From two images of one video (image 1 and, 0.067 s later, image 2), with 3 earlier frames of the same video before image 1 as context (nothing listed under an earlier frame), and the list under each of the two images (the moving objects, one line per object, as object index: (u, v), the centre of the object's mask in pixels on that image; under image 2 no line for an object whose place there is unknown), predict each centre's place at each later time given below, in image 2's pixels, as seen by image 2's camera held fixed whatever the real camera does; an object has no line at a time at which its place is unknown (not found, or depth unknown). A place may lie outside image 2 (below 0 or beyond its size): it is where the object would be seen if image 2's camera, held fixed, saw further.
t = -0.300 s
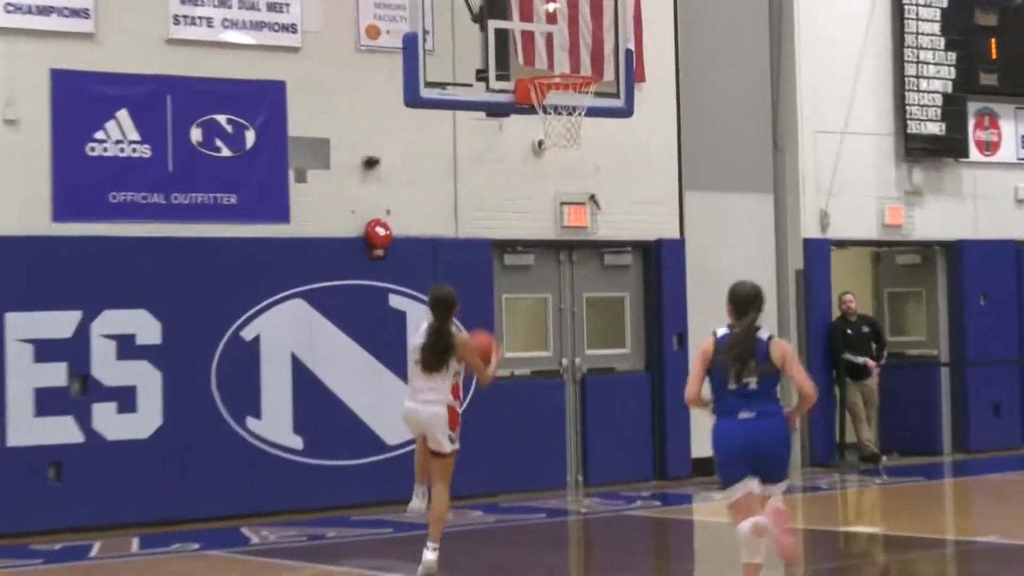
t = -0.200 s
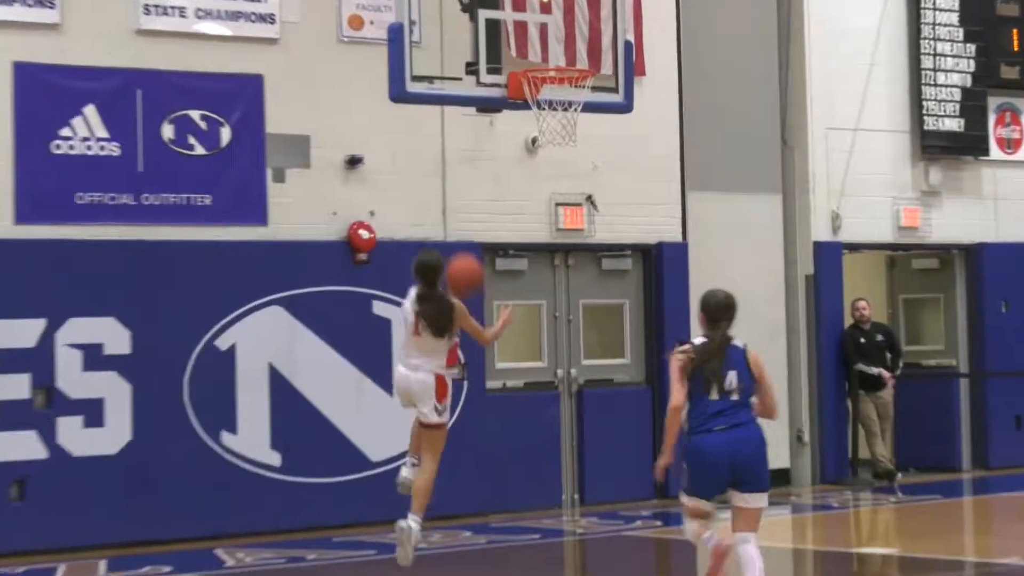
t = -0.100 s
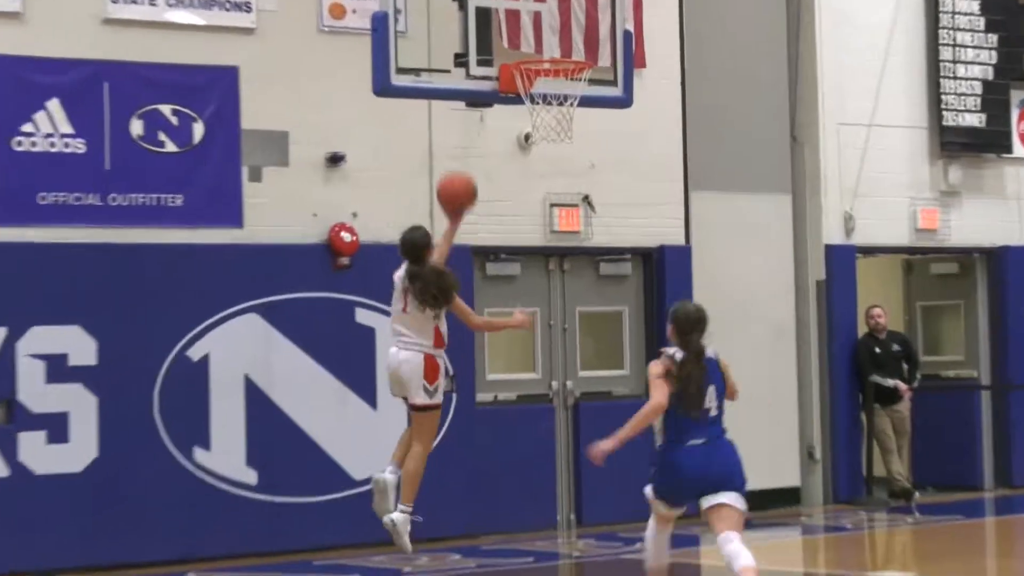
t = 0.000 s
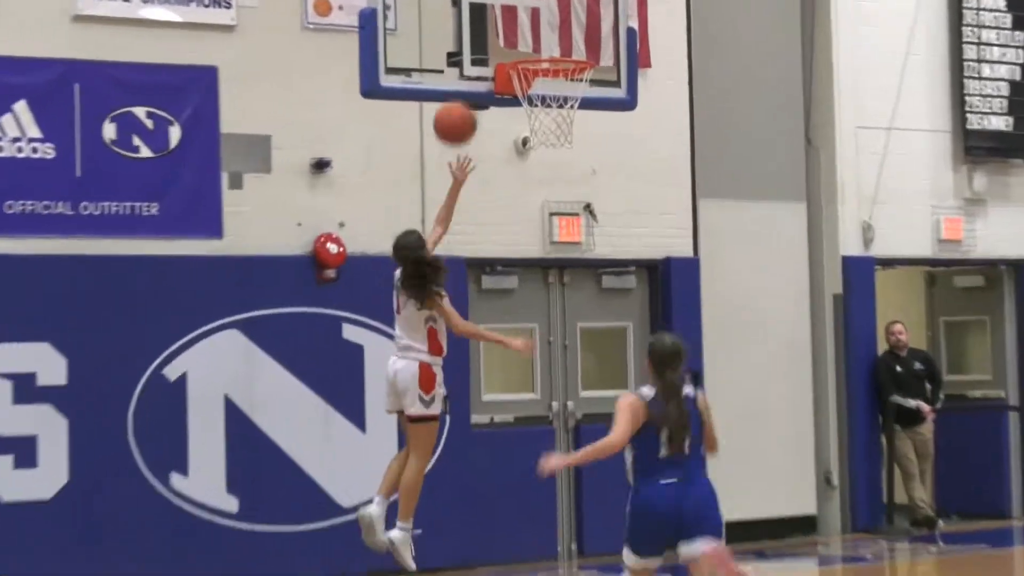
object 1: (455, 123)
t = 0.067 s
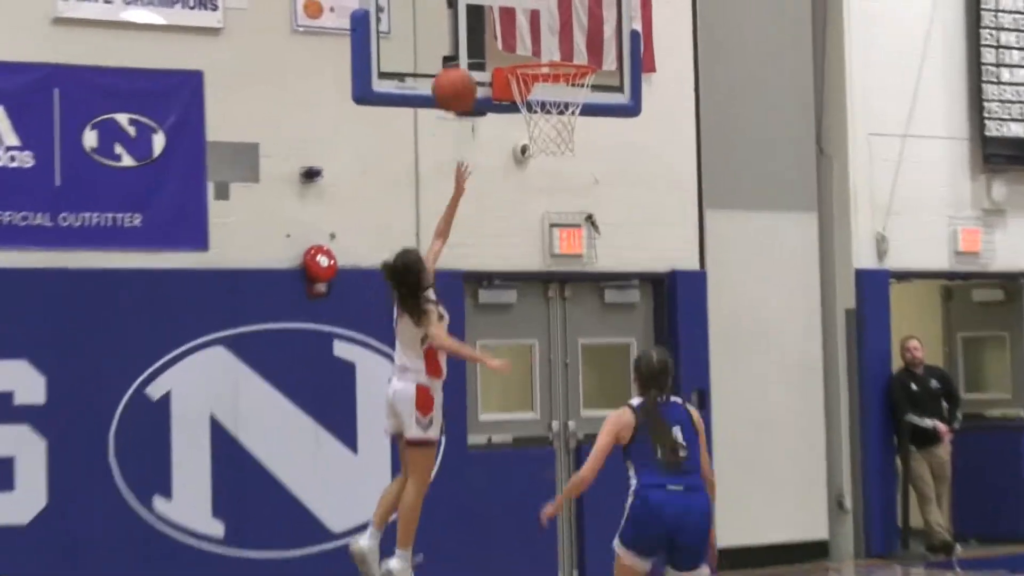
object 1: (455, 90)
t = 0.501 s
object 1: (531, 33)
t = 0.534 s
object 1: (540, 42)
